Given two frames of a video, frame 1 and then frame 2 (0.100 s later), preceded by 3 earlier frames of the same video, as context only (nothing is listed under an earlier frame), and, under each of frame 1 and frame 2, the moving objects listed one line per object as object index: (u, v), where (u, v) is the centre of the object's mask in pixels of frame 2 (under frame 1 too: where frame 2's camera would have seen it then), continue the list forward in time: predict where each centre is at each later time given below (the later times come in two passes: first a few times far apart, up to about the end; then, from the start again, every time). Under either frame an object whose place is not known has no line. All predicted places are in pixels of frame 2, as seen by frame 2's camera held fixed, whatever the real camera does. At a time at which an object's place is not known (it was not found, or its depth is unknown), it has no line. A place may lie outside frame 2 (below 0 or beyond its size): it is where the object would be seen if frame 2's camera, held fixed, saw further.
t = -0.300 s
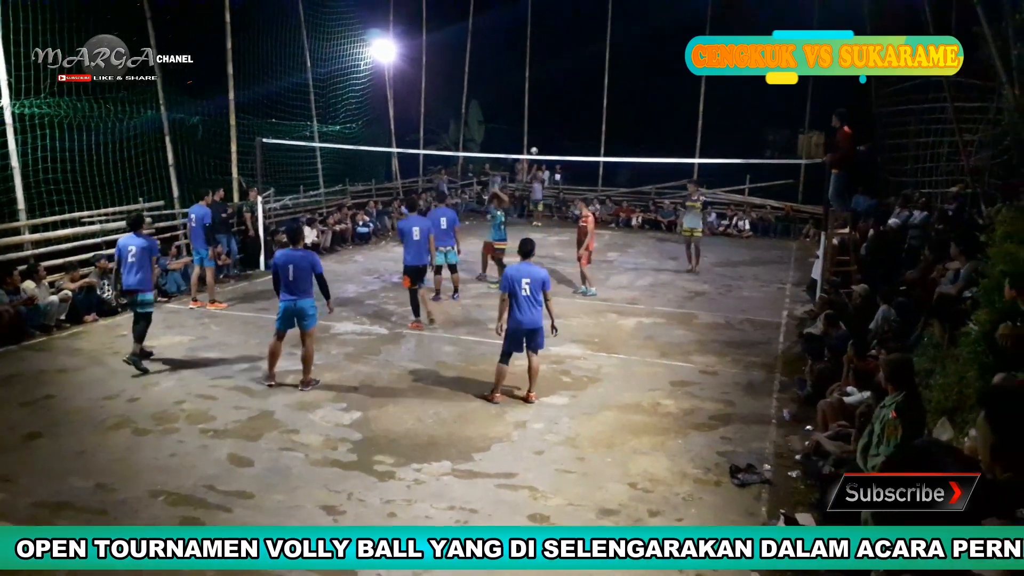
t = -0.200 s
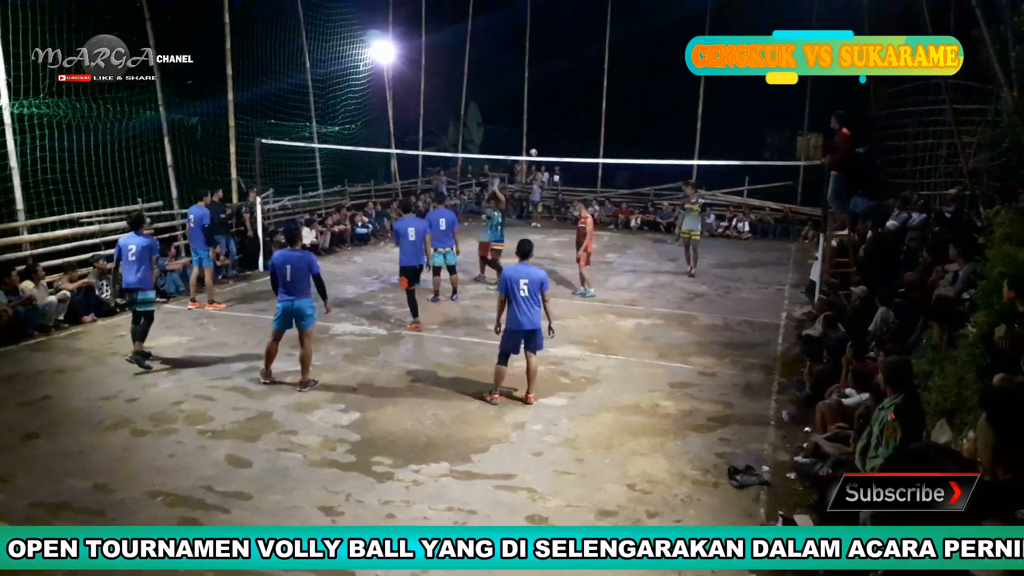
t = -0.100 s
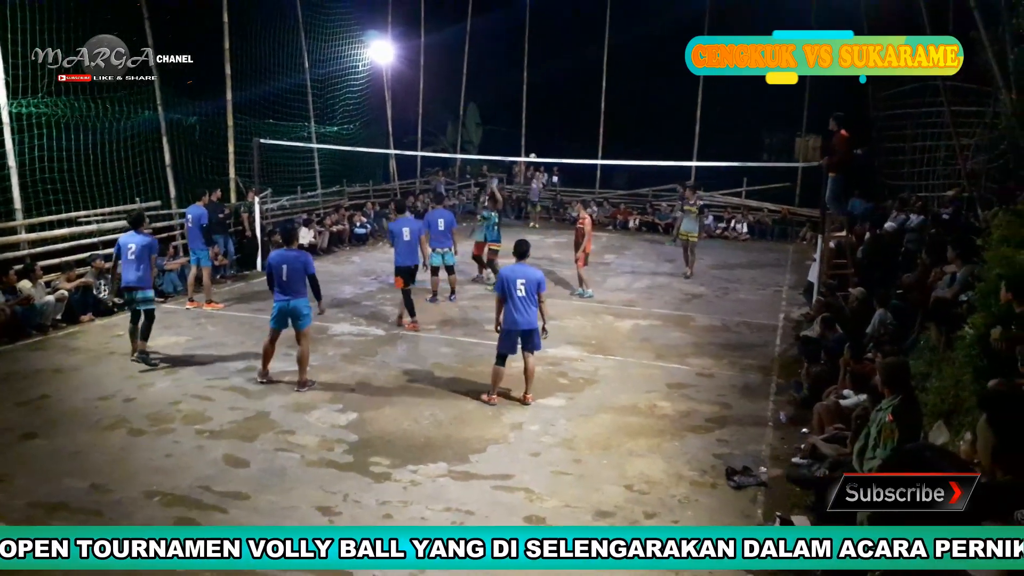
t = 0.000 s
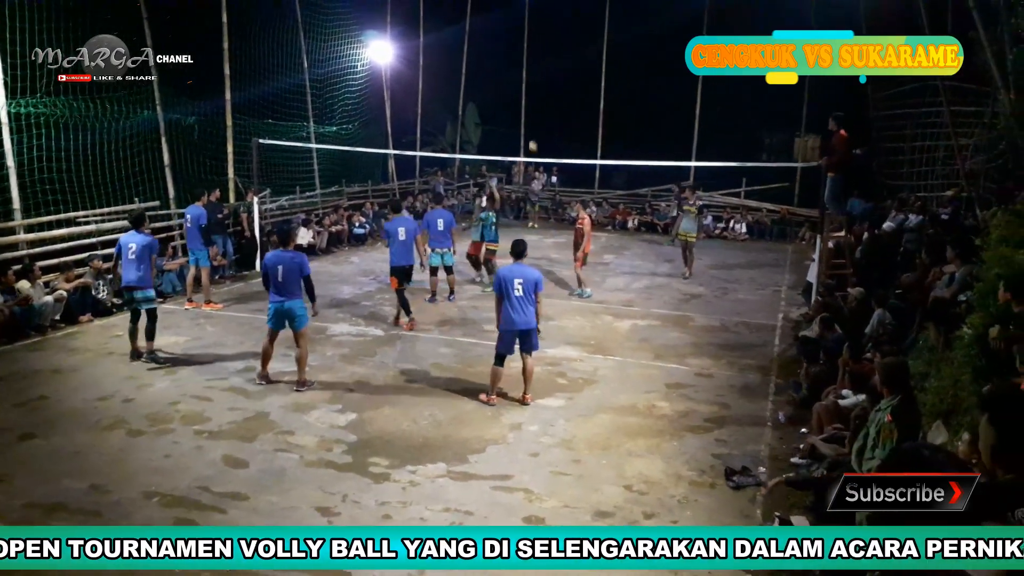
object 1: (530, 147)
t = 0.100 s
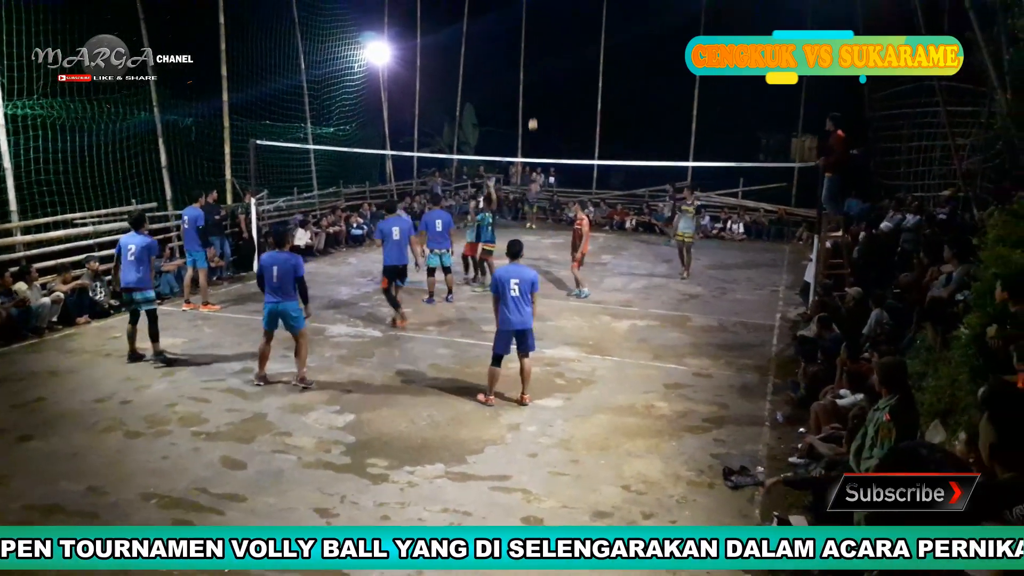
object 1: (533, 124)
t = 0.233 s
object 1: (535, 96)
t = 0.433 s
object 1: (539, 61)
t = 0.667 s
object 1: (540, 34)
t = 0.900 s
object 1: (542, 32)
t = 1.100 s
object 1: (544, 65)
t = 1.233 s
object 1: (546, 111)
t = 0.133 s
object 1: (533, 117)
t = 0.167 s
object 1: (534, 110)
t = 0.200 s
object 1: (535, 103)
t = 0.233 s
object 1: (535, 96)
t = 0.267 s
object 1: (536, 90)
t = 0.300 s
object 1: (537, 84)
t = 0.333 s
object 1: (538, 79)
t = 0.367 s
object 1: (538, 72)
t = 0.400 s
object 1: (539, 66)
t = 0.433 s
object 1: (539, 61)
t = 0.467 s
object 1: (539, 56)
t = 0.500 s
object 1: (539, 51)
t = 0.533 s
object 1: (540, 47)
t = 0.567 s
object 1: (540, 43)
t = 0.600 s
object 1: (540, 40)
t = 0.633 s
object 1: (540, 36)
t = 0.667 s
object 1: (540, 34)
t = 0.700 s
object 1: (540, 31)
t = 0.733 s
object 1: (540, 30)
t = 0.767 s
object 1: (541, 29)
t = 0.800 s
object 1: (541, 29)
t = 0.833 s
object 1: (541, 29)
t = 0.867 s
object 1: (541, 30)
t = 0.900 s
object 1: (542, 32)
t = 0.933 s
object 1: (542, 35)
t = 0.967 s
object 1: (542, 39)
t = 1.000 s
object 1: (543, 43)
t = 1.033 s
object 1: (543, 49)
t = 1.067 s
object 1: (543, 56)
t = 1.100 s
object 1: (544, 65)
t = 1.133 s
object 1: (544, 74)
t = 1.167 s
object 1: (545, 85)
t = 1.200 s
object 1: (546, 98)
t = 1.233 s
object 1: (546, 111)
